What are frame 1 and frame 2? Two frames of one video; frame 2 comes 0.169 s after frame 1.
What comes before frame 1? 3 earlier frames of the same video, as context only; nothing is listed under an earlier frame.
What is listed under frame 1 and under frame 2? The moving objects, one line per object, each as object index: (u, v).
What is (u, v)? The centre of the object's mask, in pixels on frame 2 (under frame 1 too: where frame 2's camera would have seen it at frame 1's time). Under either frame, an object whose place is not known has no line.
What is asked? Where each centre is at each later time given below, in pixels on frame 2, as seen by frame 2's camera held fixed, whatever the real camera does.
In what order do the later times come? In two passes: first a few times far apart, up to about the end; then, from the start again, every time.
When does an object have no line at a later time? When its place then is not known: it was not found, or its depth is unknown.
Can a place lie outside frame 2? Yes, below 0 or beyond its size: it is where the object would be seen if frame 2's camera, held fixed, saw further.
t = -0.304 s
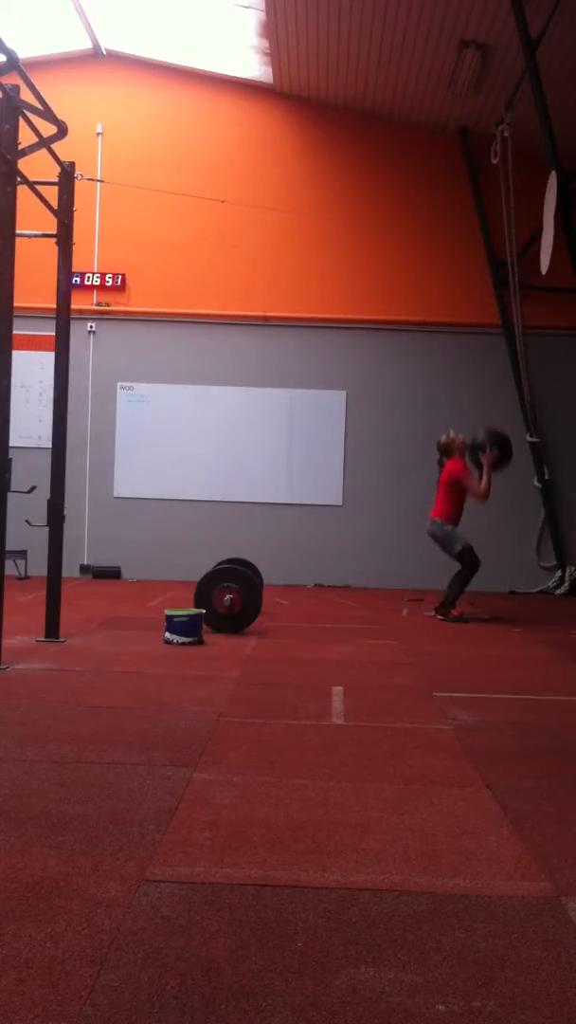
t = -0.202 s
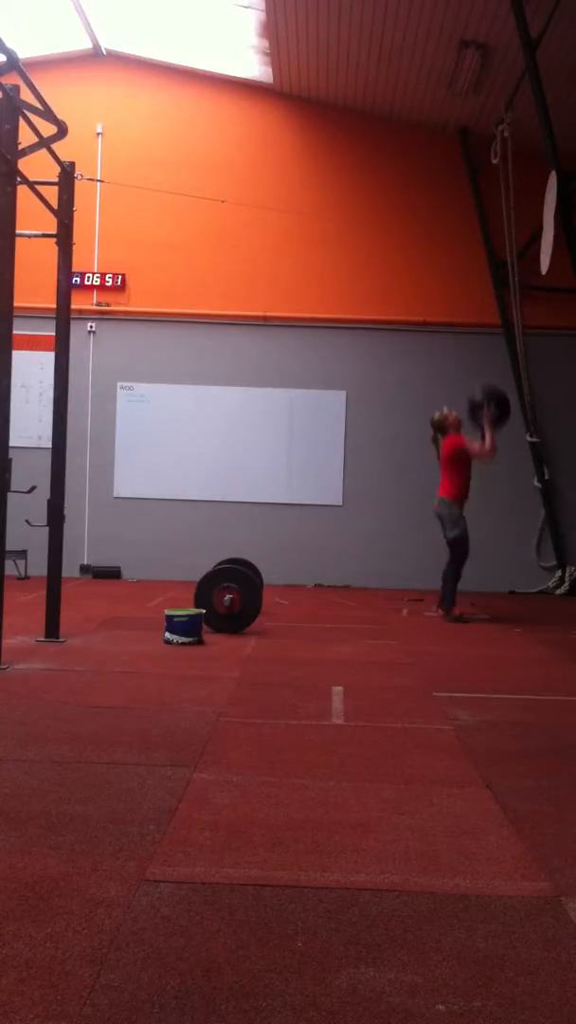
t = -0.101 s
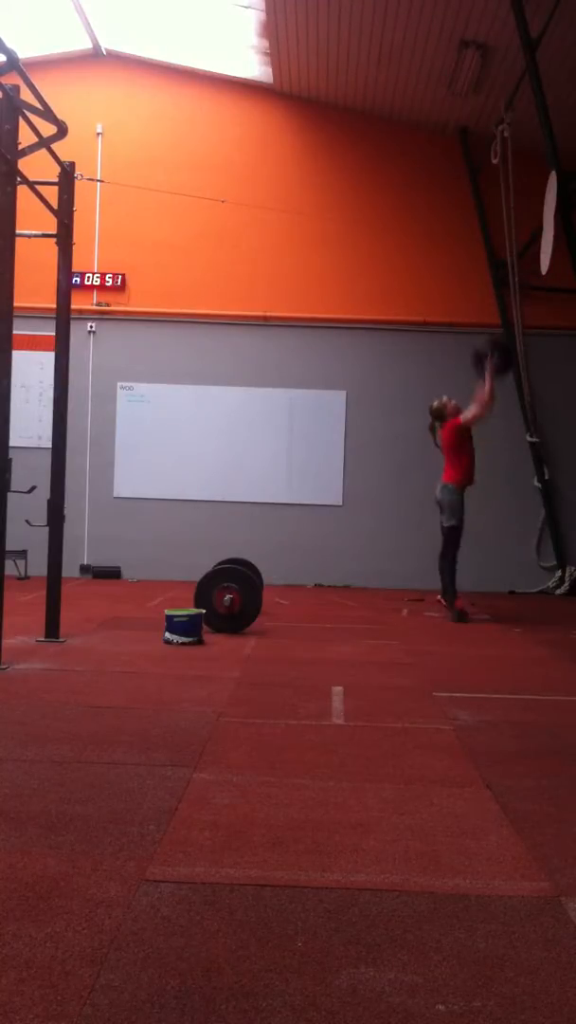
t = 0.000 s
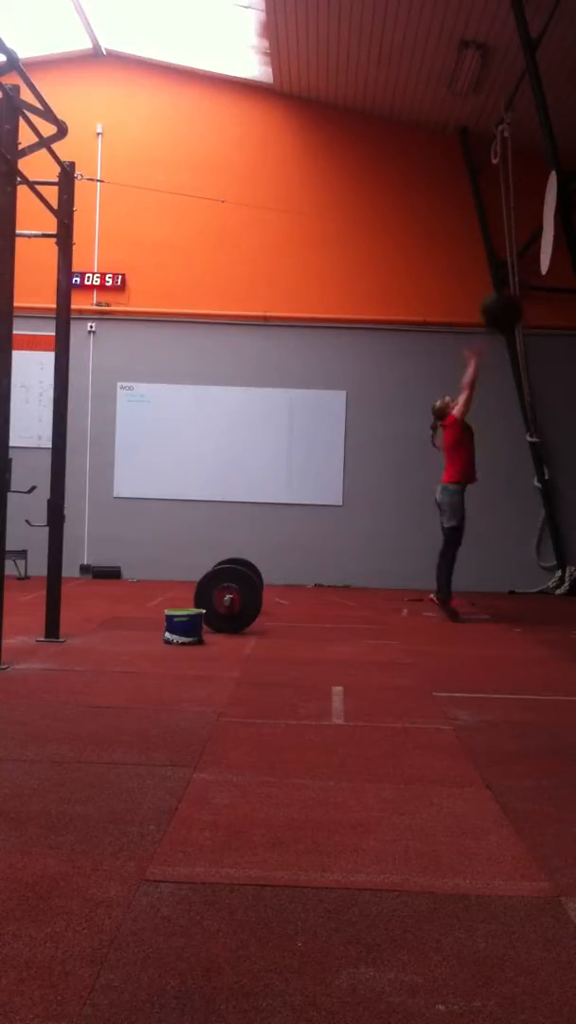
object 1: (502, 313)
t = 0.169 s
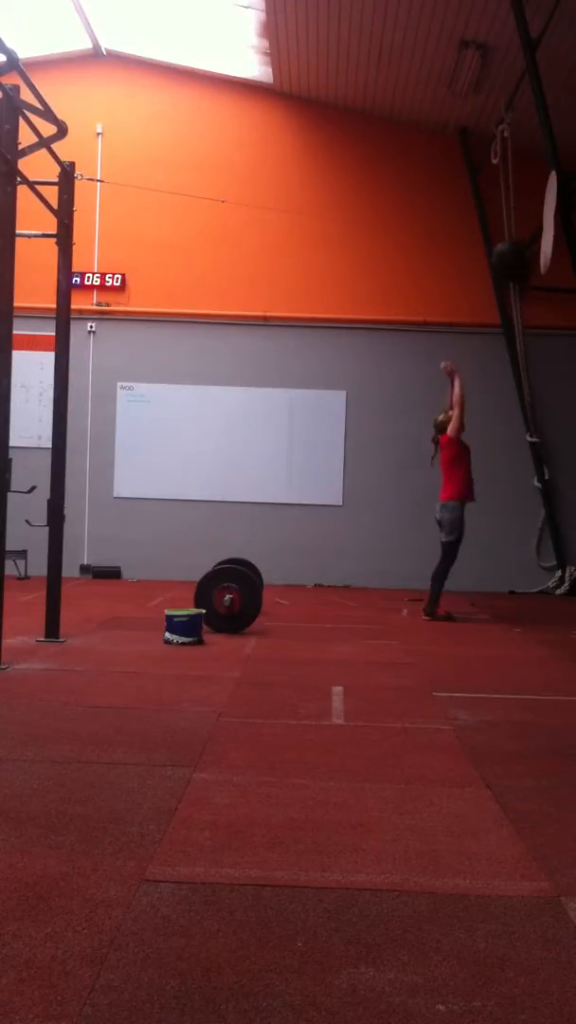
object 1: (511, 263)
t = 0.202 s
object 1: (515, 255)
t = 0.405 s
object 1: (526, 244)
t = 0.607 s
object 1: (518, 280)
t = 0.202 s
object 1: (515, 255)
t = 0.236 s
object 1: (517, 251)
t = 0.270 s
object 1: (519, 248)
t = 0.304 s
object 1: (521, 246)
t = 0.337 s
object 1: (524, 245)
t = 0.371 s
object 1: (526, 244)
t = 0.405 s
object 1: (526, 244)
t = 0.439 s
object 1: (526, 248)
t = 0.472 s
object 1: (525, 251)
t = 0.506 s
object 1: (523, 256)
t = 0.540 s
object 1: (522, 262)
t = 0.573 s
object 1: (521, 270)
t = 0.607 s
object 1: (518, 280)
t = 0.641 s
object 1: (518, 291)
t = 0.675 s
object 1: (517, 302)
